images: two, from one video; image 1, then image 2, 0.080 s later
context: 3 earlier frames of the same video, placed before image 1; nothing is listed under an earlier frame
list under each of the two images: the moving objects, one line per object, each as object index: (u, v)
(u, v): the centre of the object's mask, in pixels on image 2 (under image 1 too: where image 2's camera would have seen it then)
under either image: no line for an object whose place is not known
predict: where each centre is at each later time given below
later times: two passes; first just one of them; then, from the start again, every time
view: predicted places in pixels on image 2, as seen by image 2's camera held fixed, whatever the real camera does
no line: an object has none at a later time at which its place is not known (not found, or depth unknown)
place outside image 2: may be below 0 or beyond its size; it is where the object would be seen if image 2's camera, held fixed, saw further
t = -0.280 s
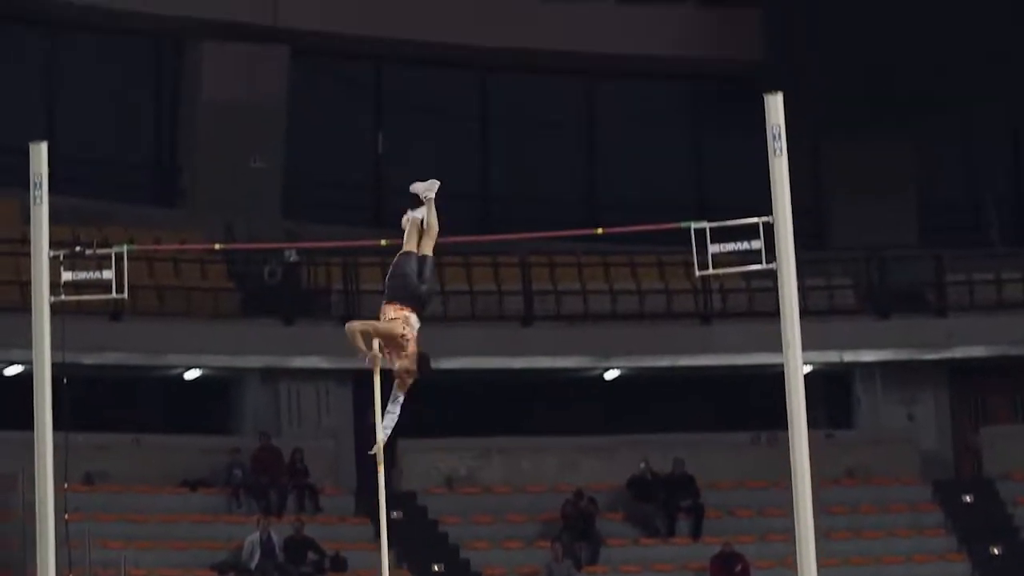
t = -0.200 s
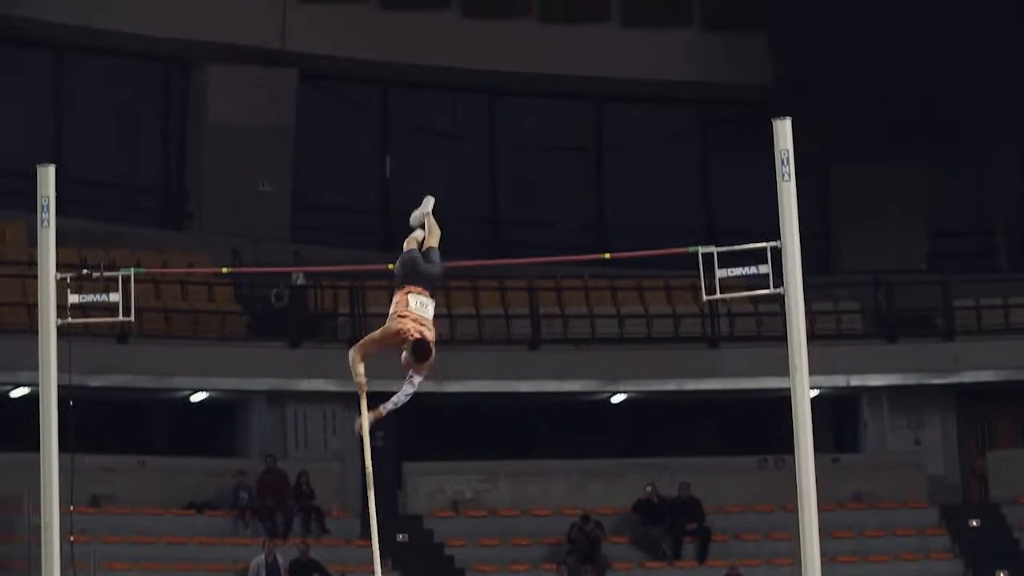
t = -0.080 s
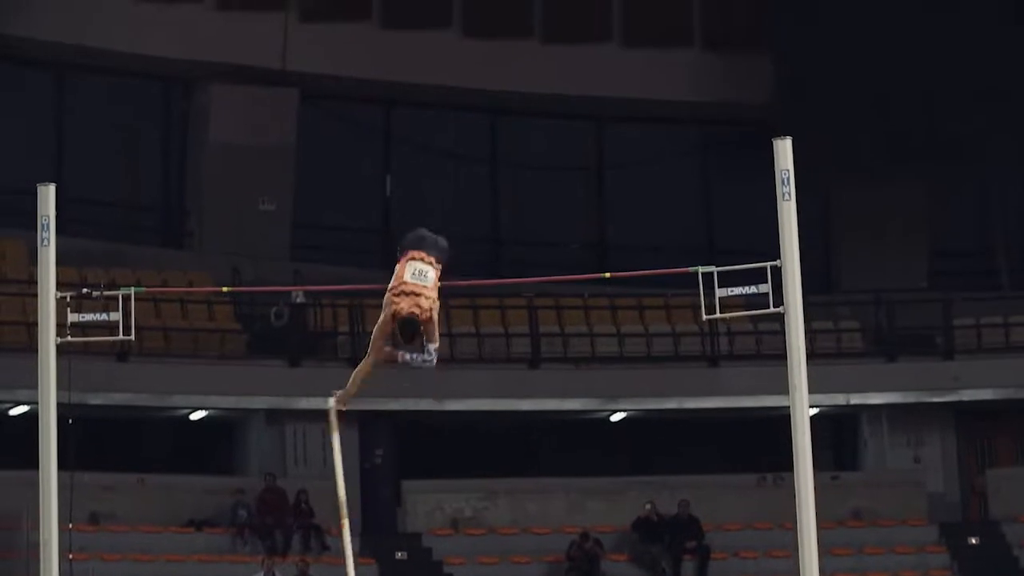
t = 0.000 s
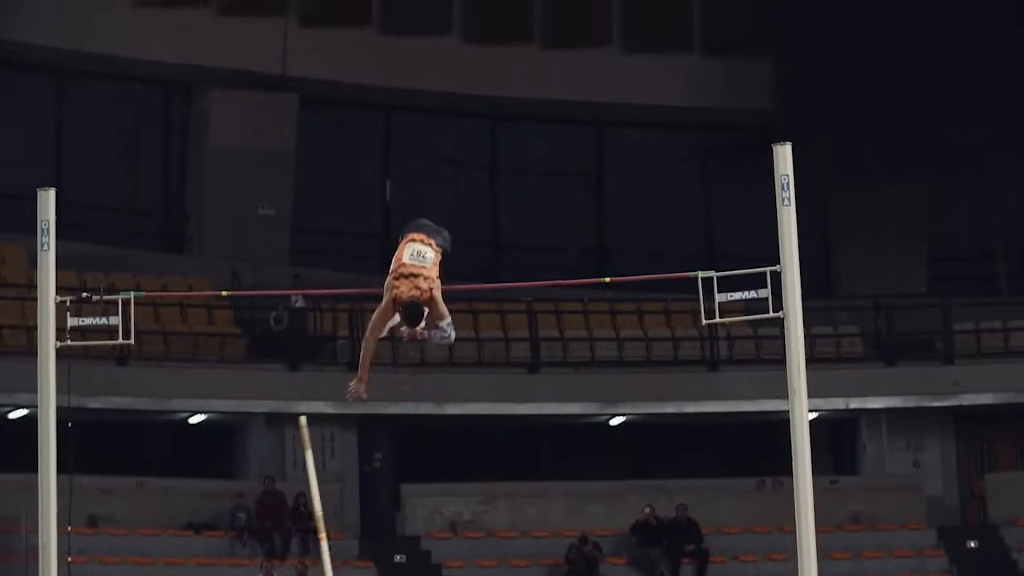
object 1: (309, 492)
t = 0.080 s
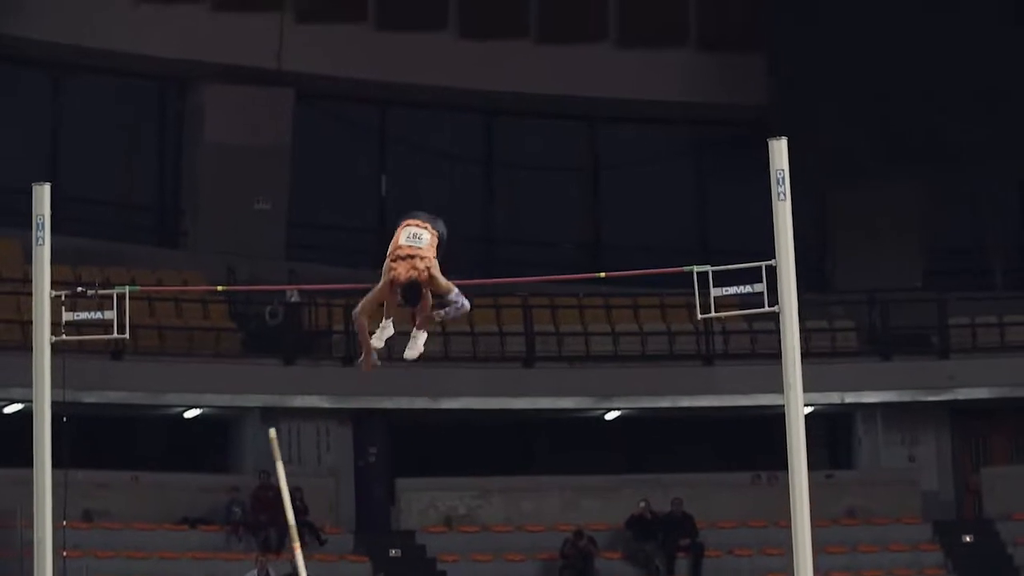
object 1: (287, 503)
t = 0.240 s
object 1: (243, 531)
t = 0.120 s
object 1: (276, 508)
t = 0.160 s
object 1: (267, 518)
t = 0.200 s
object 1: (255, 523)
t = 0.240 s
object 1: (243, 531)
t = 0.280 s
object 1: (232, 544)
